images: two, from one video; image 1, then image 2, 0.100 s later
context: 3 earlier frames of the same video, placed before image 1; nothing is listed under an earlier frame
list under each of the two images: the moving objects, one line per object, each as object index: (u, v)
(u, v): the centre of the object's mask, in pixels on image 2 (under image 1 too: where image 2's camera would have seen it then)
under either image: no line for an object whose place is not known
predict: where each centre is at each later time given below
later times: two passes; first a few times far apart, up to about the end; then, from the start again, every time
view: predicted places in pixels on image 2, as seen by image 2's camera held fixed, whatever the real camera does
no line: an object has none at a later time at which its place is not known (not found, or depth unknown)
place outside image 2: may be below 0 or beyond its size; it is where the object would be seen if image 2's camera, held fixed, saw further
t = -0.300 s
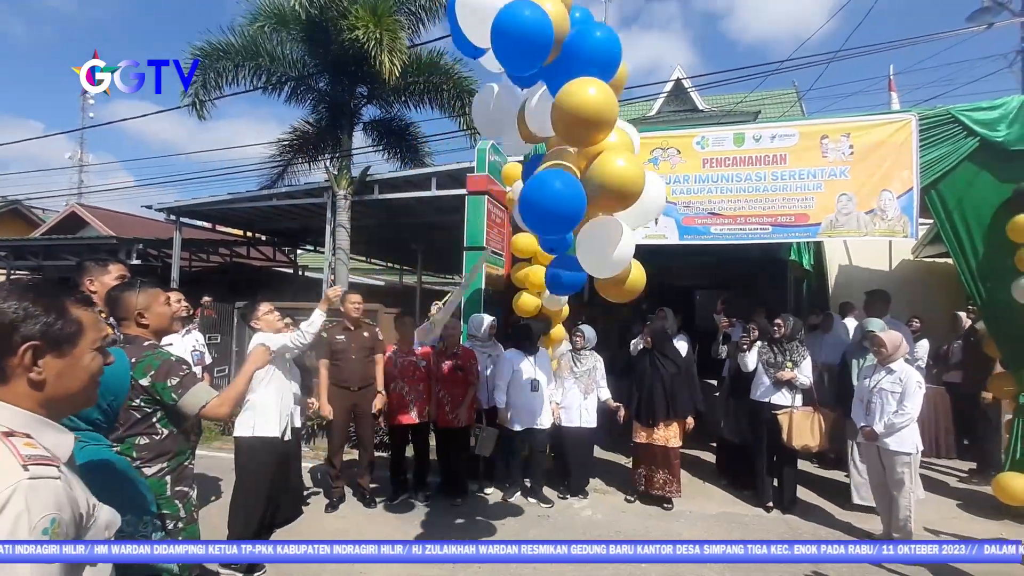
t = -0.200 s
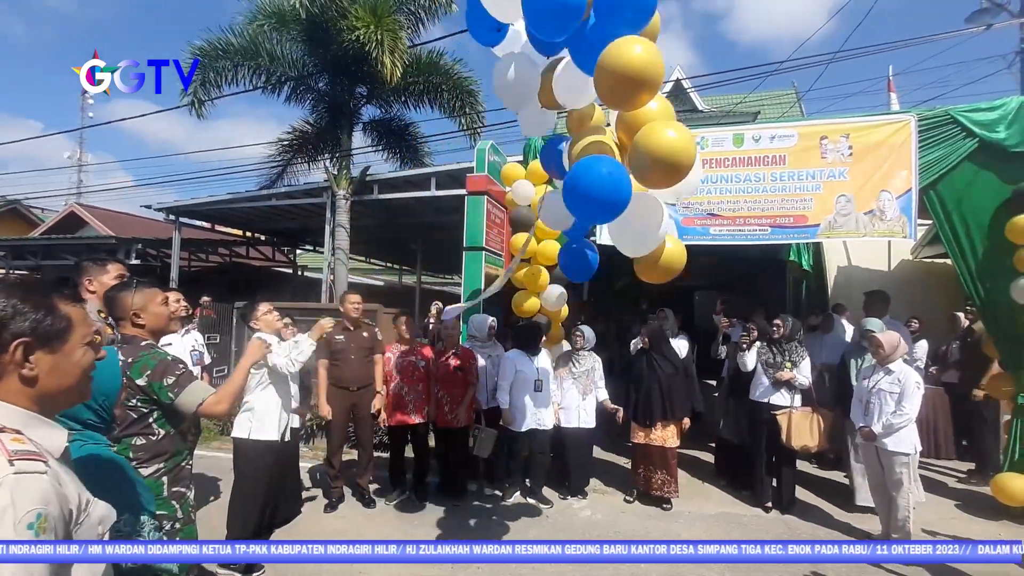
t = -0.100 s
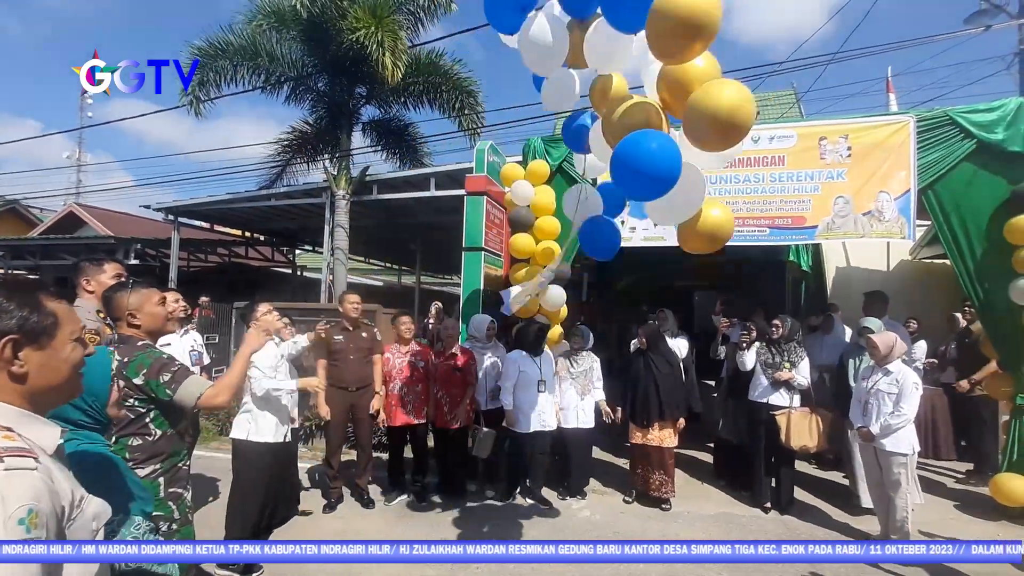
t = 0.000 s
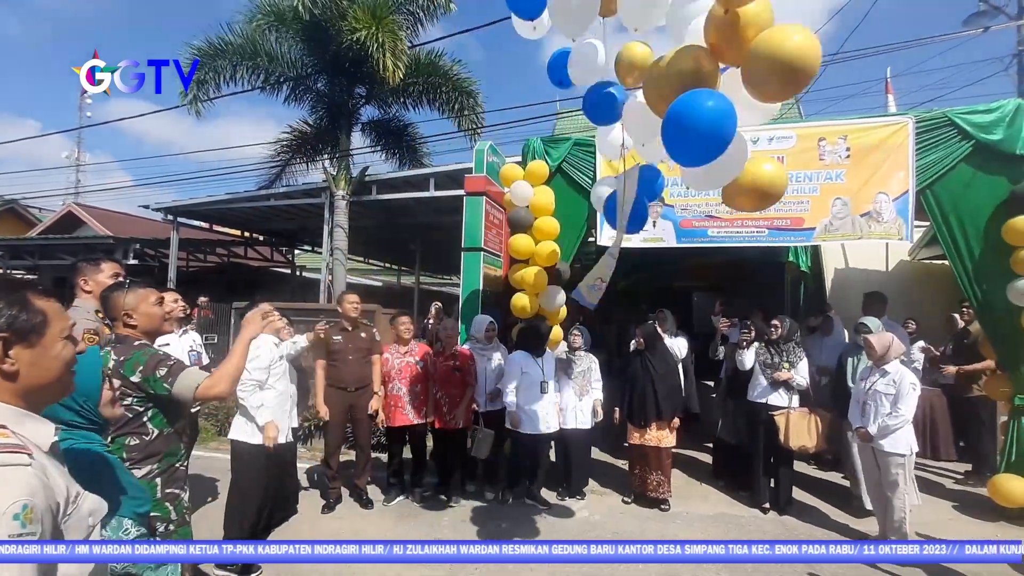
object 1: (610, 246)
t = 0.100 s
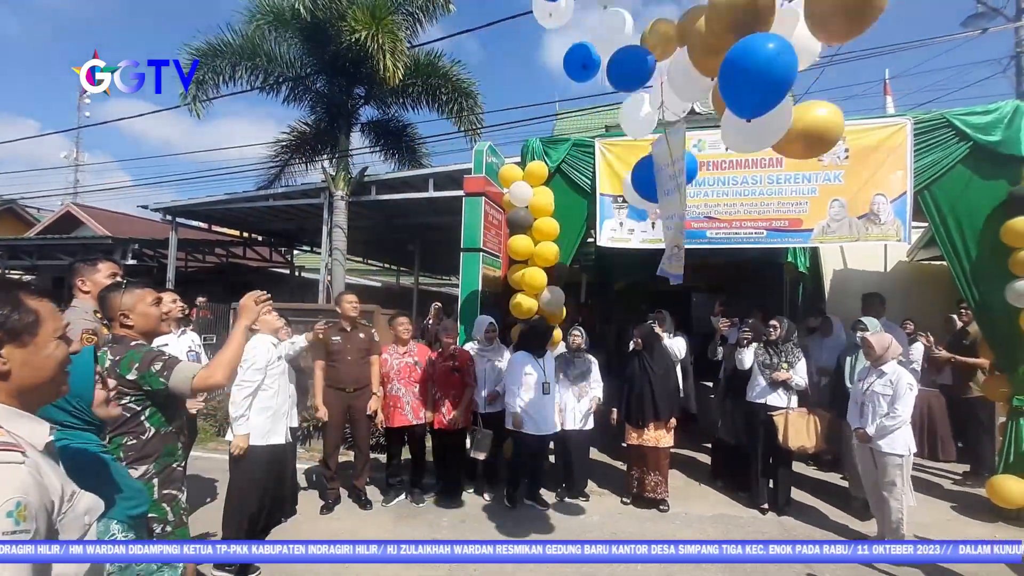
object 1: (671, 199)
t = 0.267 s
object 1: (766, 121)
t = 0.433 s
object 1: (867, 57)
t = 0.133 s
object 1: (690, 183)
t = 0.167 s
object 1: (708, 167)
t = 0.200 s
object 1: (726, 148)
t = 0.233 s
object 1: (746, 136)
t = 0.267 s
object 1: (766, 121)
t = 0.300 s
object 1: (786, 108)
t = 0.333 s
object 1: (806, 93)
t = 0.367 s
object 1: (826, 78)
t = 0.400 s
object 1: (846, 67)
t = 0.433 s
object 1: (867, 57)
